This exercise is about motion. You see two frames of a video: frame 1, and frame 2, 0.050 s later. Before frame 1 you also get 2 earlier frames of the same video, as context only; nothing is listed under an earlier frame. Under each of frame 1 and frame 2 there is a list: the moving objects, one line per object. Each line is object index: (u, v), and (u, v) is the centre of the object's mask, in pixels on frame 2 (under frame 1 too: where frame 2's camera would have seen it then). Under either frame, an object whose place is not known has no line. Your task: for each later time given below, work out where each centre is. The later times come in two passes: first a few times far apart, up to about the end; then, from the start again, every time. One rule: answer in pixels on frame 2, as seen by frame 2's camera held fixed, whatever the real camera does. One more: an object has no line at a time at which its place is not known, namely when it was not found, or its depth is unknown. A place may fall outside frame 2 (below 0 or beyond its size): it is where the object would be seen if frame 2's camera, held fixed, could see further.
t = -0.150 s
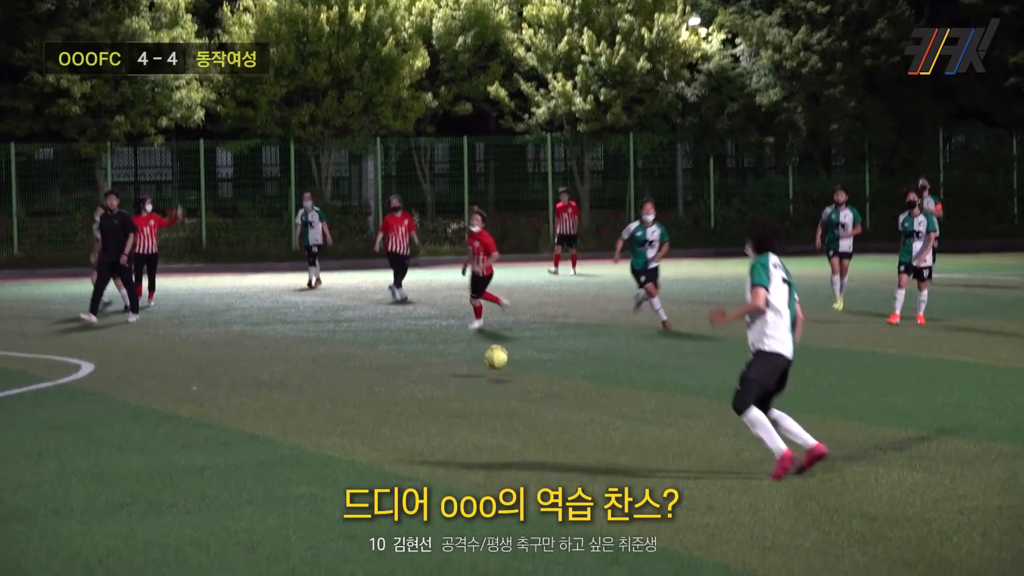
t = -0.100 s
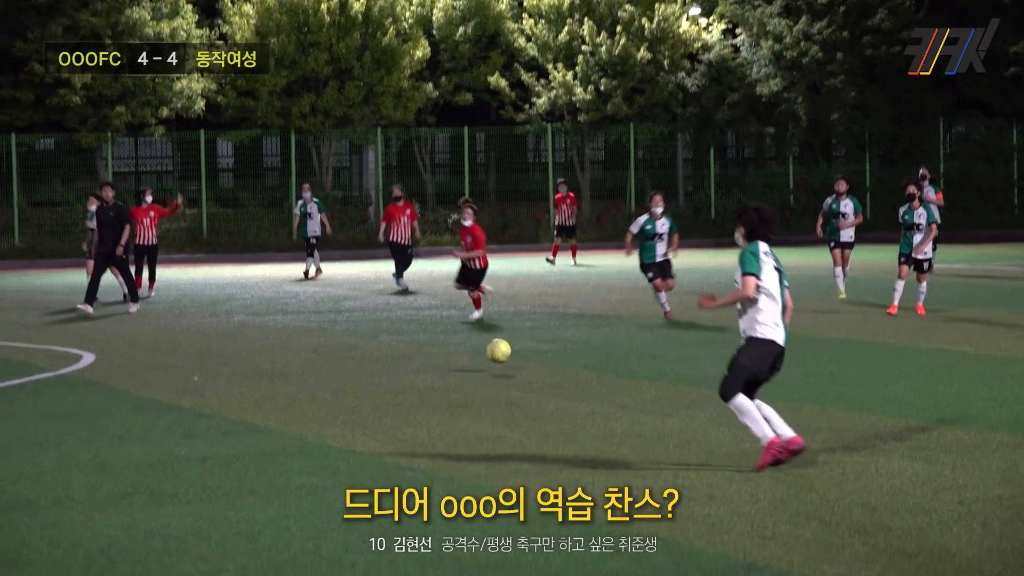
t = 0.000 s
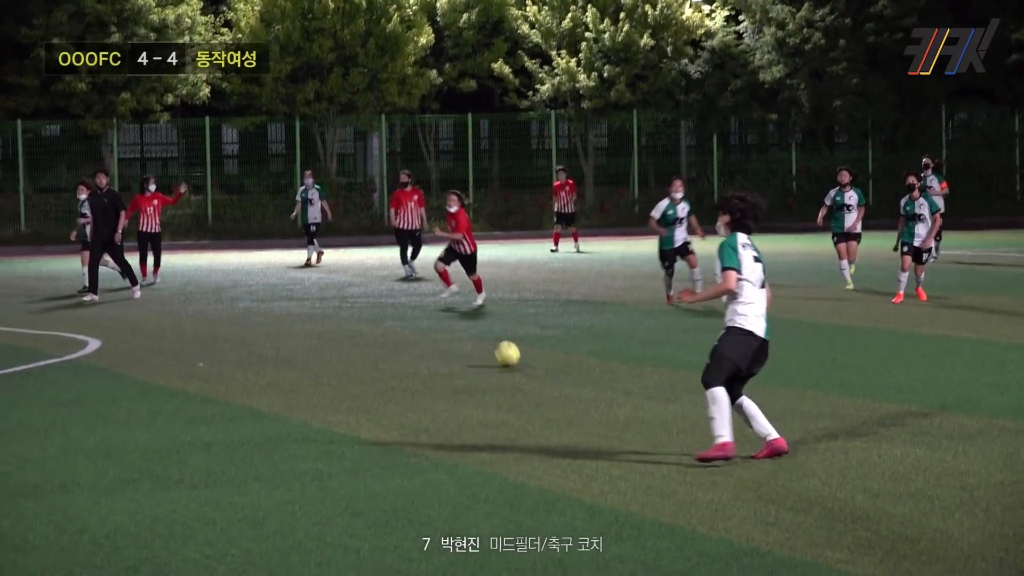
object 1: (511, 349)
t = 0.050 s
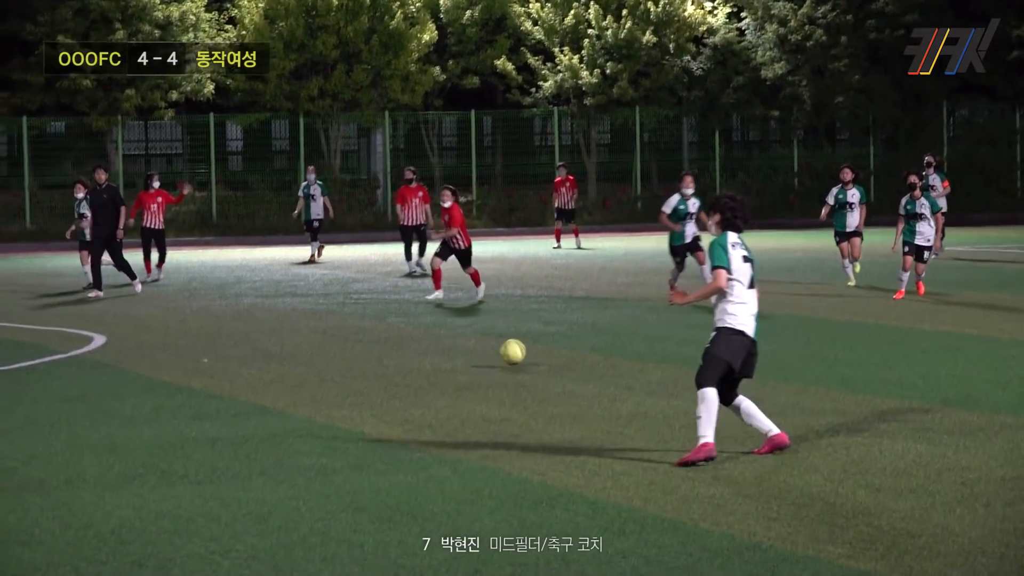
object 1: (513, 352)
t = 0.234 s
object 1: (524, 368)
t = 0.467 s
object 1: (539, 390)
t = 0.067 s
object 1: (513, 352)
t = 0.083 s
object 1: (514, 353)
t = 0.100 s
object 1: (515, 354)
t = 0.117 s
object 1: (516, 355)
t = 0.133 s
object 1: (517, 357)
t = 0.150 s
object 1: (518, 359)
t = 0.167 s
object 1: (519, 362)
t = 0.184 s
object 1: (520, 365)
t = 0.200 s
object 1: (522, 368)
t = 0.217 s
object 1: (523, 369)
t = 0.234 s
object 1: (524, 368)
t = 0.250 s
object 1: (525, 367)
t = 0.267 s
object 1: (526, 366)
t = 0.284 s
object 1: (526, 366)
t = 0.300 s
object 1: (527, 366)
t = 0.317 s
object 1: (528, 367)
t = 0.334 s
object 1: (529, 368)
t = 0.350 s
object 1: (530, 369)
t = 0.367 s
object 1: (531, 371)
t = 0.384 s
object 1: (533, 374)
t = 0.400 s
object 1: (534, 377)
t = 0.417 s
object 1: (535, 380)
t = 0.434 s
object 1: (536, 383)
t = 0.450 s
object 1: (538, 388)
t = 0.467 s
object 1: (539, 390)
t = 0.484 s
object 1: (540, 391)
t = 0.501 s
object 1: (542, 390)
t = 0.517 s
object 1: (543, 392)
